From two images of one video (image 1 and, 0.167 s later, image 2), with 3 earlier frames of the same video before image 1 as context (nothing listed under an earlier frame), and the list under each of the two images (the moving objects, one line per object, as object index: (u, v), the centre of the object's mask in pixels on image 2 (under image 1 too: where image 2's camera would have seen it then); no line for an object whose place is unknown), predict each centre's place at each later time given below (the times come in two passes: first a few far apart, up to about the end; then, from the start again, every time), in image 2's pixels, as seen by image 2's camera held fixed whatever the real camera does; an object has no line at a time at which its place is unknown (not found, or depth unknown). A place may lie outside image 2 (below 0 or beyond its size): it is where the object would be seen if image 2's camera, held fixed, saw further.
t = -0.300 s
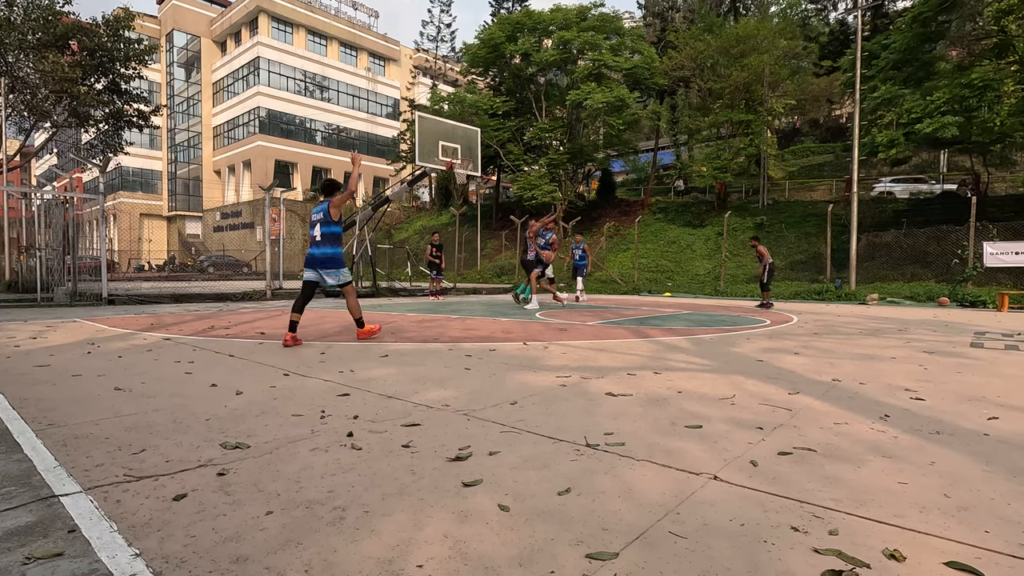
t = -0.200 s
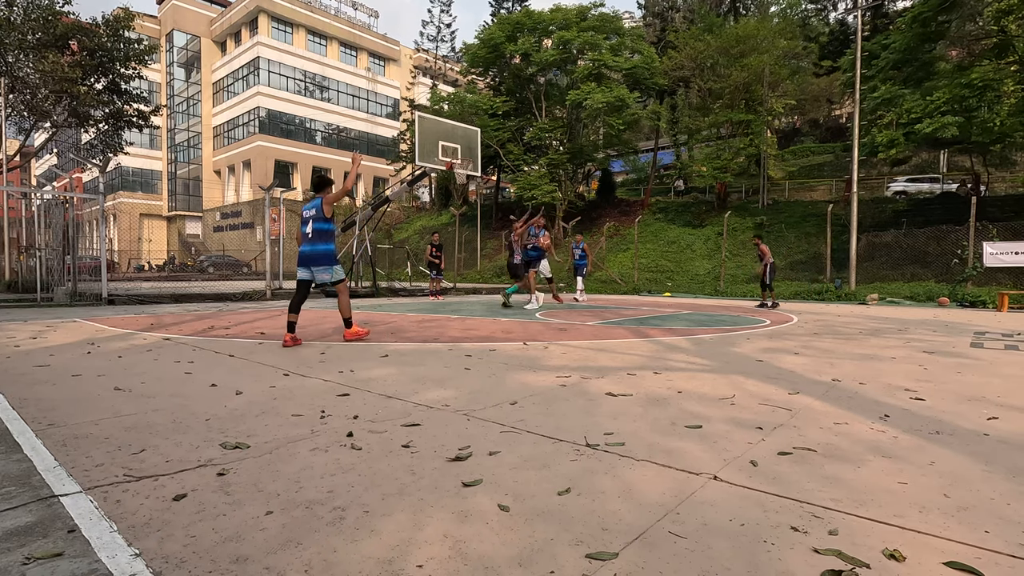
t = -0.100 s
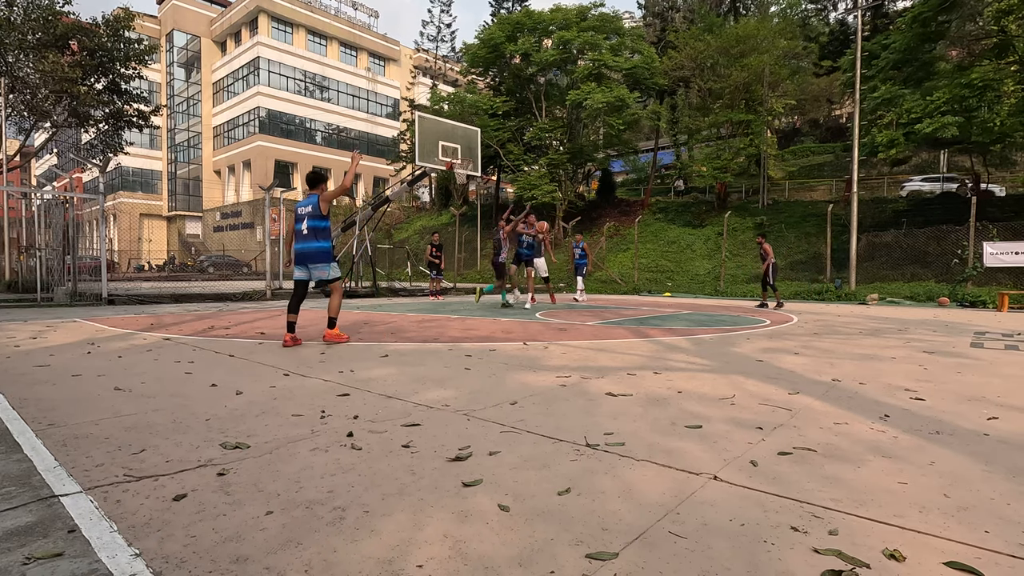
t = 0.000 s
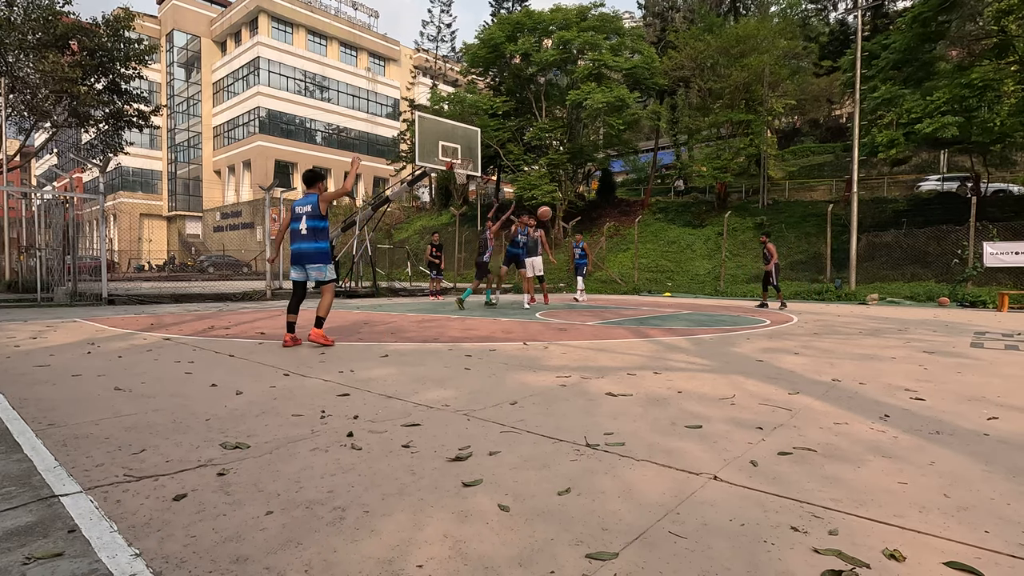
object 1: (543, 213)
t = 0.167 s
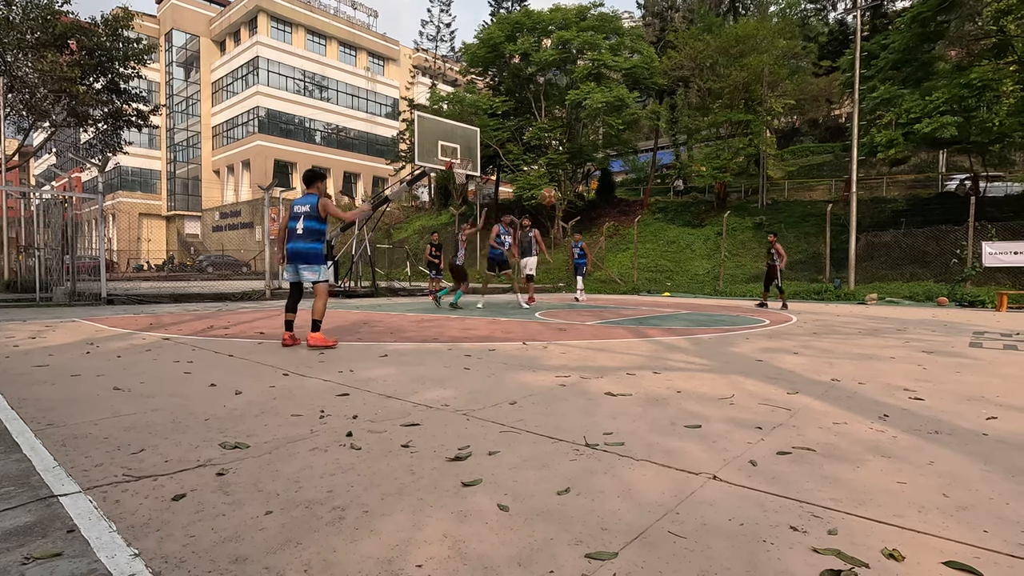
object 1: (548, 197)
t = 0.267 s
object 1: (552, 195)
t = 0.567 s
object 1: (571, 244)
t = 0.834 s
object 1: (612, 312)
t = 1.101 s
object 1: (682, 133)
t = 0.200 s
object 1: (549, 196)
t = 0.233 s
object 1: (550, 194)
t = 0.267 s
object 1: (552, 195)
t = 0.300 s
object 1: (552, 195)
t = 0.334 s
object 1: (555, 196)
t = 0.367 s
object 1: (556, 198)
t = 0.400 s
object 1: (558, 202)
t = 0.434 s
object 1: (560, 207)
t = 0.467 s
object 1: (563, 213)
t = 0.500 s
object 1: (565, 221)
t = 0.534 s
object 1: (568, 232)
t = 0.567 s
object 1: (571, 244)
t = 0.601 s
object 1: (575, 259)
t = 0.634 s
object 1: (579, 278)
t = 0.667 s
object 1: (583, 301)
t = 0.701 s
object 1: (589, 329)
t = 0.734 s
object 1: (595, 362)
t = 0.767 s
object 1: (601, 359)
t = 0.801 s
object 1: (606, 335)
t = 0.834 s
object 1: (612, 312)
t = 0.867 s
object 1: (619, 288)
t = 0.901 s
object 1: (626, 265)
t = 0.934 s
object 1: (633, 242)
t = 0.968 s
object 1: (641, 219)
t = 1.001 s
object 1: (651, 196)
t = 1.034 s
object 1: (660, 175)
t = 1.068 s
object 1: (670, 154)
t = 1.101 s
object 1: (682, 133)
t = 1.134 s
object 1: (694, 114)
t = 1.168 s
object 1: (707, 96)
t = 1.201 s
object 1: (723, 78)
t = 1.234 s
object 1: (740, 61)
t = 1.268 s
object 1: (763, 44)
